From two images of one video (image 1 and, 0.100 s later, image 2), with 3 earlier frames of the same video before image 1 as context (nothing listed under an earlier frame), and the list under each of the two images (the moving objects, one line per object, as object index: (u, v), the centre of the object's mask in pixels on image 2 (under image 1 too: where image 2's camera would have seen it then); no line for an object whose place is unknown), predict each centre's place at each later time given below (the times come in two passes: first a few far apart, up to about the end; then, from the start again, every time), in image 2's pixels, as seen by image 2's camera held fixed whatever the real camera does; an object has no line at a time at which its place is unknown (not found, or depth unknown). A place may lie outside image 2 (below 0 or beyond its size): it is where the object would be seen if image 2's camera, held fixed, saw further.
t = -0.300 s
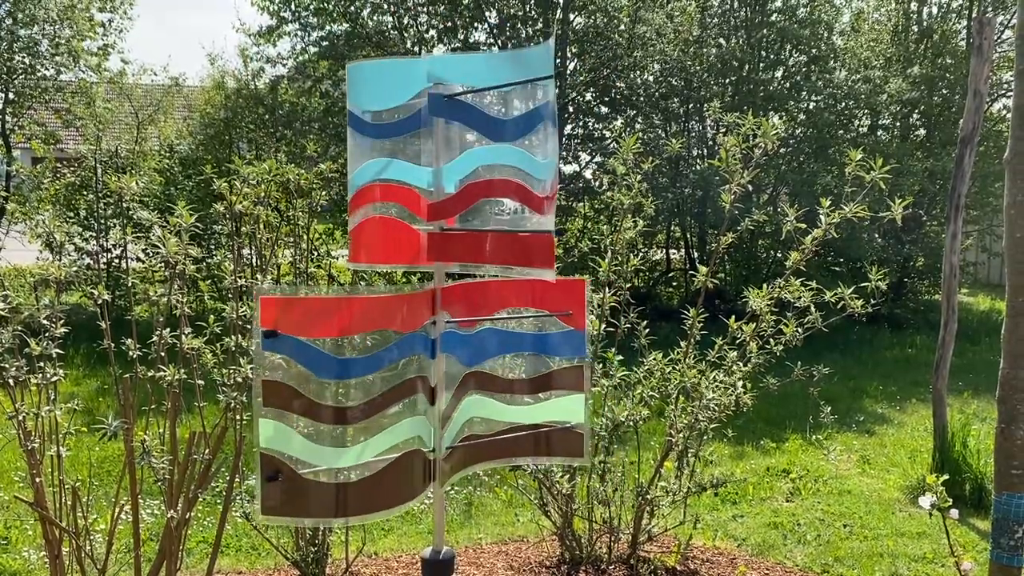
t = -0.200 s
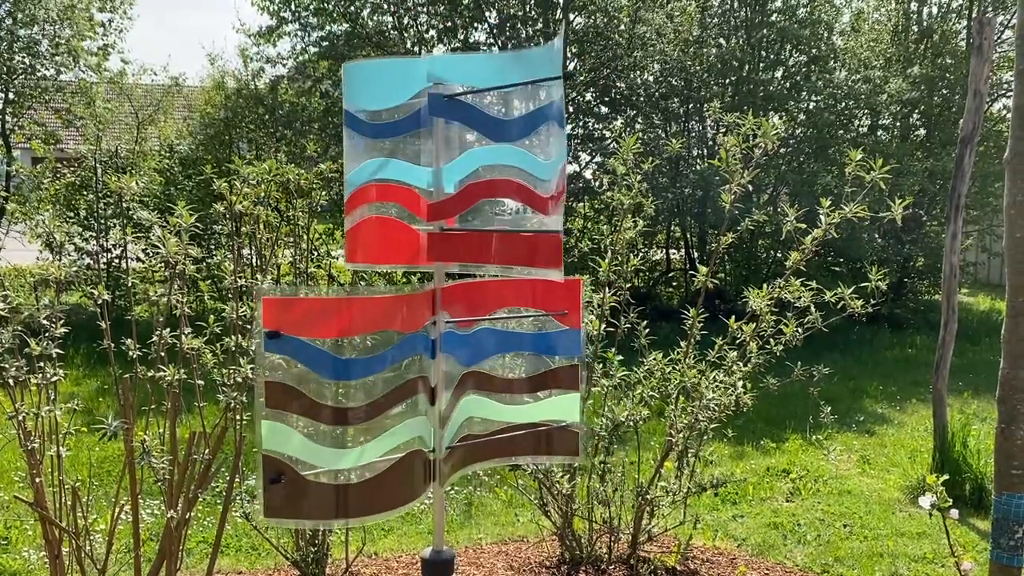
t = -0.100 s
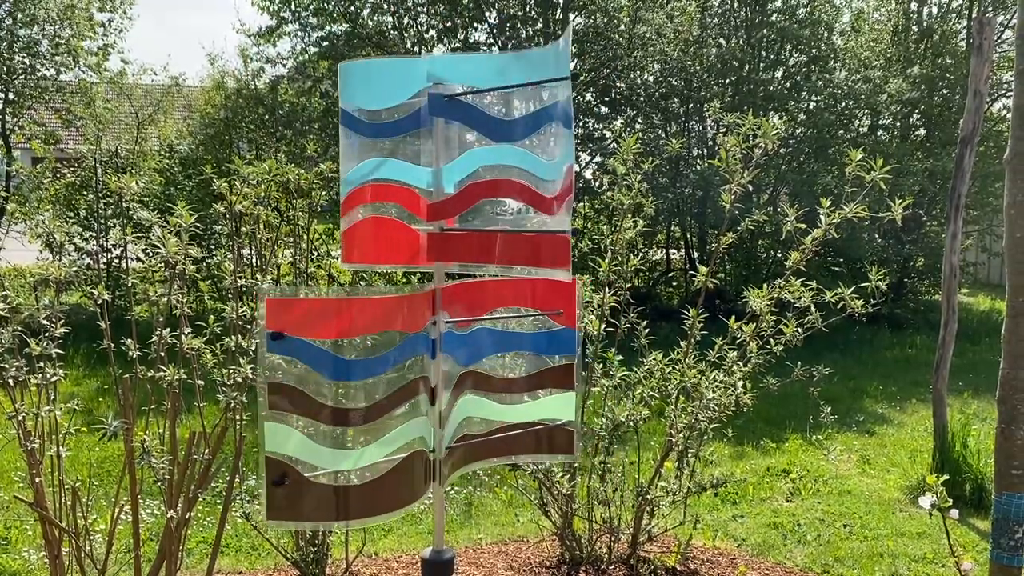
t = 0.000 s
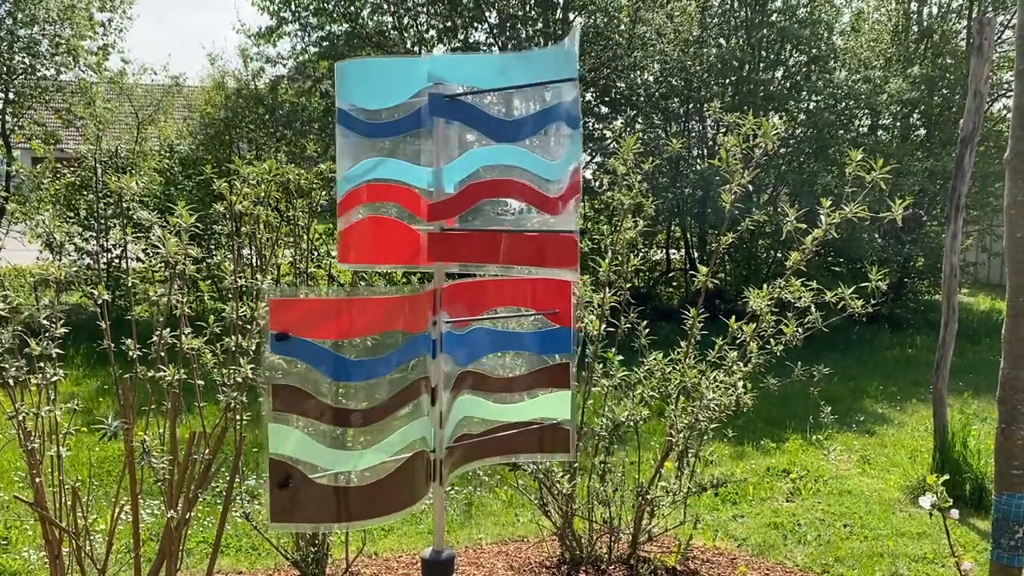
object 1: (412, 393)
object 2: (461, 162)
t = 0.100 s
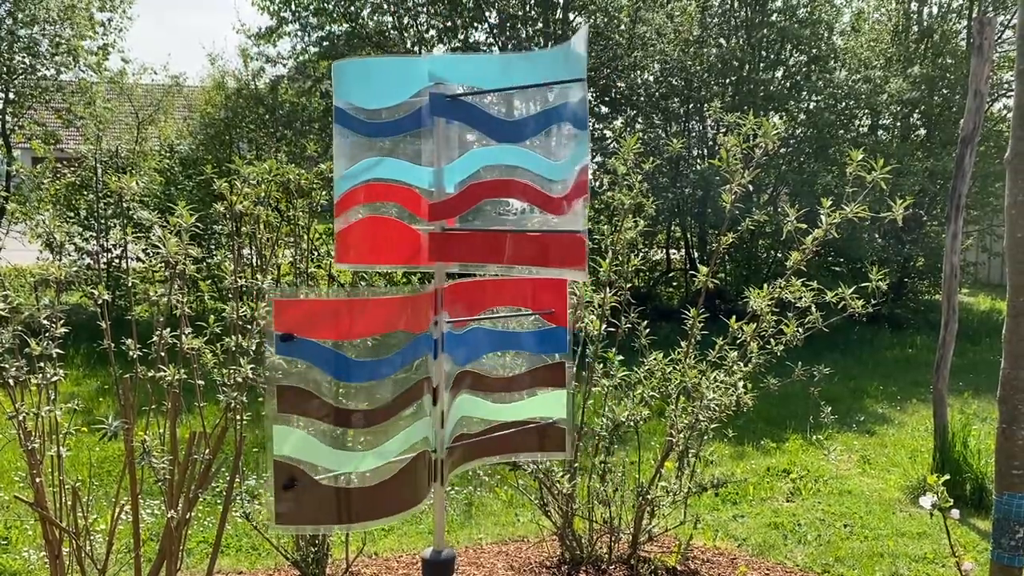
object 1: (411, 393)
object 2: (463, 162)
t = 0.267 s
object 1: (411, 395)
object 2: (466, 162)
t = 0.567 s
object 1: (412, 398)
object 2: (469, 162)
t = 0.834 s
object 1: (415, 401)
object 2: (467, 162)
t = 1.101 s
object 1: (422, 405)
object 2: (460, 162)
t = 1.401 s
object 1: (441, 413)
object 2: (449, 162)
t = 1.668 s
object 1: (449, 399)
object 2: (439, 162)
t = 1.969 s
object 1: (450, 391)
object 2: (425, 162)
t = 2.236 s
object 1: (450, 389)
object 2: (418, 161)
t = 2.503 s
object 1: (453, 388)
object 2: (414, 160)
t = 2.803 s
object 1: (454, 388)
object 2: (414, 158)
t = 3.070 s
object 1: (448, 387)
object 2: (418, 154)
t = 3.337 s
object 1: (439, 387)
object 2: (430, 148)
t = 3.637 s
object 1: (428, 388)
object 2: (453, 152)
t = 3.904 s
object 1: (418, 390)
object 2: (454, 158)
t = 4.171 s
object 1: (411, 392)
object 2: (453, 161)
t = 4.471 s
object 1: (408, 395)
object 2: (452, 162)
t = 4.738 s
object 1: (408, 397)
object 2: (451, 162)
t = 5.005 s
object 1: (410, 400)
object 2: (447, 163)
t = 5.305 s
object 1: (415, 402)
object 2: (442, 163)
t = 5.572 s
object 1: (421, 406)
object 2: (437, 163)
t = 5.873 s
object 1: (432, 413)
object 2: (430, 162)
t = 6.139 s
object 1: (445, 403)
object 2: (423, 162)
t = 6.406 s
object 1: (448, 393)
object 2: (413, 162)
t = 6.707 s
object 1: (453, 390)
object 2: (404, 161)
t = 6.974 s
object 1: (461, 391)
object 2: (402, 159)
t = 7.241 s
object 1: (465, 391)
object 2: (408, 157)
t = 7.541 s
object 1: (455, 389)
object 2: (423, 153)
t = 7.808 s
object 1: (444, 388)
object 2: (441, 148)
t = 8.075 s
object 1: (432, 389)
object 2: (447, 155)
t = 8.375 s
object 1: (420, 391)
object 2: (452, 160)
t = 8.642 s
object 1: (413, 394)
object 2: (464, 161)
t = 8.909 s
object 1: (412, 398)
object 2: (470, 162)
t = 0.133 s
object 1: (410, 394)
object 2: (464, 162)
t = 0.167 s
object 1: (410, 394)
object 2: (465, 162)
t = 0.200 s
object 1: (411, 394)
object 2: (465, 162)
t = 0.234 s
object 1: (411, 395)
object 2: (466, 162)
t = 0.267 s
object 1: (411, 395)
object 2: (466, 162)
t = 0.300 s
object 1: (411, 395)
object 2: (467, 162)
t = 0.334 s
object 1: (411, 395)
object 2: (467, 162)
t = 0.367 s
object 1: (411, 396)
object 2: (467, 162)
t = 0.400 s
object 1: (411, 396)
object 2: (468, 162)
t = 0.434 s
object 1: (411, 396)
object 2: (468, 162)
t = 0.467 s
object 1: (411, 396)
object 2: (468, 162)
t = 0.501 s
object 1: (412, 397)
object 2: (469, 162)
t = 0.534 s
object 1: (412, 397)
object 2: (469, 162)
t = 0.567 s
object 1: (412, 398)
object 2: (469, 162)
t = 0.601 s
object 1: (413, 397)
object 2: (469, 162)
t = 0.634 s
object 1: (413, 398)
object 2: (469, 162)
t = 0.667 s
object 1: (414, 398)
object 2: (469, 162)
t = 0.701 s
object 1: (413, 399)
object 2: (469, 162)
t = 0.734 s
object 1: (414, 399)
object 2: (469, 162)
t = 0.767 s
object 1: (413, 400)
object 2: (469, 162)
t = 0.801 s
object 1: (414, 400)
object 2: (468, 162)
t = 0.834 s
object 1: (415, 401)
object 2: (467, 162)
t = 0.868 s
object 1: (416, 401)
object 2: (466, 162)
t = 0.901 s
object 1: (416, 402)
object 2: (466, 162)
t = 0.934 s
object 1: (416, 401)
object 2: (465, 162)
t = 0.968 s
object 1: (419, 402)
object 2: (464, 162)
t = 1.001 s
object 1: (419, 403)
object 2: (463, 162)
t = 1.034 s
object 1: (419, 404)
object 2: (462, 162)
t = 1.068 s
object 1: (421, 405)
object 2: (461, 162)
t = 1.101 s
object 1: (422, 405)
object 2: (460, 162)
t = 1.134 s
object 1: (423, 407)
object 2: (459, 162)
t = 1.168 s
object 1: (423, 409)
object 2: (458, 162)
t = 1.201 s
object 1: (425, 409)
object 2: (457, 162)
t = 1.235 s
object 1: (427, 411)
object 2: (456, 162)
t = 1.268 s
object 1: (429, 412)
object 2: (455, 162)
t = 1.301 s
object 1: (430, 414)
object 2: (453, 162)
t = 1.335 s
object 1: (433, 414)
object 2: (453, 162)
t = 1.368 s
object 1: (437, 414)
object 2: (451, 162)
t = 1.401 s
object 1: (441, 413)
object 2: (449, 162)
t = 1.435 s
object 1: (444, 412)
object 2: (448, 162)
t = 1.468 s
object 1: (445, 409)
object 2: (446, 162)
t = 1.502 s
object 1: (446, 407)
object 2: (446, 162)
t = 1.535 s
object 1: (447, 405)
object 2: (444, 162)
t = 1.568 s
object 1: (448, 403)
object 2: (443, 162)
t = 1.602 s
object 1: (448, 402)
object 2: (441, 162)
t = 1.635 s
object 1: (448, 400)
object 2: (439, 162)
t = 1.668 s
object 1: (449, 399)
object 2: (439, 162)
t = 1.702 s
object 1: (449, 397)
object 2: (437, 162)
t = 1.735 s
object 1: (450, 397)
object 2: (435, 162)
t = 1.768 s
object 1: (449, 395)
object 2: (434, 162)
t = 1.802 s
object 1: (449, 394)
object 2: (432, 162)
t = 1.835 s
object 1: (450, 394)
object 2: (432, 162)
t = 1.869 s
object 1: (449, 394)
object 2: (430, 162)
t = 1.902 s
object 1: (450, 393)
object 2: (429, 162)
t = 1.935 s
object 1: (449, 391)
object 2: (427, 162)
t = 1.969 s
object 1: (450, 391)
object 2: (425, 162)
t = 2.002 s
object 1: (450, 391)
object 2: (425, 162)
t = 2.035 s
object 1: (450, 390)
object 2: (424, 162)
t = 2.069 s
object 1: (450, 390)
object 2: (423, 162)
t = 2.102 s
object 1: (450, 389)
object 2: (422, 162)
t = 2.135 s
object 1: (449, 389)
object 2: (421, 161)
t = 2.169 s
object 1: (450, 389)
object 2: (420, 161)
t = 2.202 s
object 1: (450, 389)
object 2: (419, 161)
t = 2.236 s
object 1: (450, 389)
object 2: (418, 161)
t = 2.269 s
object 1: (450, 387)
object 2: (418, 161)
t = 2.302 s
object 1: (450, 388)
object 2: (417, 161)
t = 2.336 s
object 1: (450, 388)
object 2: (417, 161)
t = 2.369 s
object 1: (451, 388)
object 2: (416, 161)
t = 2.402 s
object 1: (451, 388)
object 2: (416, 161)
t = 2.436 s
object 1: (452, 388)
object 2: (416, 161)
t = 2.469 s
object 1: (452, 388)
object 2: (415, 160)
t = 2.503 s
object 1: (453, 388)
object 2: (414, 160)
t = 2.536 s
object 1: (454, 388)
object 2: (414, 160)
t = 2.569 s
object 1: (454, 388)
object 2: (414, 160)
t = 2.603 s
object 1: (454, 388)
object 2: (415, 160)
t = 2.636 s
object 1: (455, 388)
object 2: (413, 160)
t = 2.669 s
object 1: (454, 388)
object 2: (413, 160)
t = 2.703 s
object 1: (455, 388)
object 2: (413, 159)
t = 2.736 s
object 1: (455, 388)
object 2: (414, 159)
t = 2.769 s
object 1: (454, 388)
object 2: (414, 158)
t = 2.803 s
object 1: (454, 388)
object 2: (414, 158)
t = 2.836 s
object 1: (453, 388)
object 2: (414, 157)
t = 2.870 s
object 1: (453, 388)
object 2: (415, 157)
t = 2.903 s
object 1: (451, 388)
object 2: (415, 157)
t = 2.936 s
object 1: (451, 388)
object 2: (415, 156)
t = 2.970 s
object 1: (450, 388)
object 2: (416, 156)
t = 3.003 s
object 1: (450, 388)
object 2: (416, 156)
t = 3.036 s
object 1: (449, 388)
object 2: (417, 155)
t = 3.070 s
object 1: (448, 387)
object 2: (418, 154)
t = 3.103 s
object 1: (447, 388)
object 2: (420, 154)
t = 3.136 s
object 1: (446, 387)
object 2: (421, 153)
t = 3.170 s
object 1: (445, 388)
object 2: (421, 154)
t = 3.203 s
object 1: (444, 387)
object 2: (422, 153)
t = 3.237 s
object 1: (442, 387)
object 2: (424, 151)
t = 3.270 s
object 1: (441, 387)
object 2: (425, 151)
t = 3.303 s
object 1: (440, 387)
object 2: (427, 149)
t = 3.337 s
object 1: (439, 387)
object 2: (430, 148)
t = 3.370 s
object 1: (438, 387)
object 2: (435, 148)
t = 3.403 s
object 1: (436, 387)
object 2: (439, 148)
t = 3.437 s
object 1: (435, 387)
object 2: (443, 148)
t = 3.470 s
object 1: (434, 387)
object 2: (448, 148)
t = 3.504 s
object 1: (433, 387)
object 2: (450, 148)
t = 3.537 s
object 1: (432, 387)
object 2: (451, 149)
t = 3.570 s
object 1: (430, 388)
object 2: (451, 150)
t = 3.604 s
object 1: (429, 388)
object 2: (452, 151)
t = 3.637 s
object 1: (428, 388)
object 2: (453, 152)
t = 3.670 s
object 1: (427, 388)
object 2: (453, 153)
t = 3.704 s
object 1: (425, 388)
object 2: (453, 154)
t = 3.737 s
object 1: (424, 388)
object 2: (453, 154)
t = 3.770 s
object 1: (423, 389)
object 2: (454, 155)
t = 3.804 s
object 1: (421, 389)
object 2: (454, 156)
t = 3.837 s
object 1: (420, 389)
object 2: (454, 157)
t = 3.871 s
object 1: (419, 389)
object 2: (454, 157)
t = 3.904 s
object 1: (418, 390)
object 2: (454, 158)
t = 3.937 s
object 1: (417, 390)
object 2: (454, 158)
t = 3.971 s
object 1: (416, 390)
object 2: (454, 159)
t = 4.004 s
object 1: (415, 390)
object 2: (454, 159)
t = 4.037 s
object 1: (414, 391)
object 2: (454, 160)
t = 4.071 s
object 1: (413, 391)
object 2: (454, 160)
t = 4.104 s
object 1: (412, 391)
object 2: (453, 160)
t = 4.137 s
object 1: (412, 392)
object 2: (454, 160)
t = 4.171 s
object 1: (411, 392)
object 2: (453, 161)
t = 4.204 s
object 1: (410, 392)
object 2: (453, 161)
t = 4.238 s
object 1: (410, 392)
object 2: (453, 161)
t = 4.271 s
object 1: (410, 393)
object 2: (453, 161)
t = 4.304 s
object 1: (410, 393)
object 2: (453, 162)
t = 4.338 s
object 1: (409, 393)
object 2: (453, 162)
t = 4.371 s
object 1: (409, 393)
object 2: (452, 162)
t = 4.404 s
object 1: (408, 394)
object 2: (452, 162)
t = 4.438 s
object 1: (408, 394)
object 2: (452, 162)
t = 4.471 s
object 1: (408, 395)
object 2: (452, 162)
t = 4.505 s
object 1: (408, 395)
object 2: (452, 162)
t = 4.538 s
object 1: (408, 395)
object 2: (452, 162)
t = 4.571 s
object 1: (408, 395)
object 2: (453, 162)
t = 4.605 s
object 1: (408, 396)
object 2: (452, 162)
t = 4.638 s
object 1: (407, 396)
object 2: (452, 162)
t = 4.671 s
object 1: (408, 396)
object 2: (452, 162)
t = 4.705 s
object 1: (409, 397)
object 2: (452, 162)
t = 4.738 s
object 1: (408, 397)
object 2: (451, 162)
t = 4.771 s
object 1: (407, 398)
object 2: (451, 162)
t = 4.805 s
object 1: (409, 398)
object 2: (450, 162)
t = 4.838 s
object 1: (409, 398)
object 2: (450, 162)
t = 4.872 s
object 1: (410, 399)
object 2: (450, 162)
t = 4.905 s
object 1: (409, 399)
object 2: (449, 163)
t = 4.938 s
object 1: (409, 400)
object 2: (448, 162)
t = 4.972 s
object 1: (409, 400)
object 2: (448, 163)
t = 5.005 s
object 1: (410, 400)
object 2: (447, 163)
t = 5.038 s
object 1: (411, 400)
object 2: (447, 162)
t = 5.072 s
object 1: (411, 400)
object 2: (447, 163)
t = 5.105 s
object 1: (411, 401)
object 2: (446, 163)
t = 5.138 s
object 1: (413, 401)
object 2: (446, 162)
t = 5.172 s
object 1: (413, 401)
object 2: (445, 163)
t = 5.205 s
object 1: (414, 401)
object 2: (444, 163)
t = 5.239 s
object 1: (415, 401)
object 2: (444, 162)
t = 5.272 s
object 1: (415, 402)
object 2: (443, 163)
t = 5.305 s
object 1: (415, 402)
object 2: (442, 163)
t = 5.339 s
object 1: (417, 402)
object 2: (442, 163)
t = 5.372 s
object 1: (417, 403)
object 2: (441, 163)
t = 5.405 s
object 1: (418, 403)
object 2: (441, 163)
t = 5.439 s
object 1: (418, 404)
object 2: (440, 163)
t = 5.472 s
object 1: (419, 405)
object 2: (439, 163)
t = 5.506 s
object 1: (420, 404)
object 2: (439, 163)
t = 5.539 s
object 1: (420, 405)
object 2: (438, 163)
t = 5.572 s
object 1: (421, 406)
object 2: (437, 163)
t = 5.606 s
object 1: (423, 406)
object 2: (437, 163)
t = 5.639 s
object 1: (423, 407)
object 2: (436, 163)
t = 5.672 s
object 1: (424, 408)
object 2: (435, 163)
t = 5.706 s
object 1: (426, 408)
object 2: (434, 162)
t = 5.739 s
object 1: (427, 409)
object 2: (433, 162)
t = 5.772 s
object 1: (428, 410)
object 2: (433, 162)
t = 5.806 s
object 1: (430, 410)
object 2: (432, 162)
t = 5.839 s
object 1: (431, 412)
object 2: (431, 162)
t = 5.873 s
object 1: (432, 413)
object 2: (430, 162)
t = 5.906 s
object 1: (435, 412)
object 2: (429, 162)
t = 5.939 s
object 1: (438, 412)
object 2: (428, 162)
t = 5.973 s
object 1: (440, 411)
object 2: (427, 162)
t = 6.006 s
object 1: (441, 409)
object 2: (427, 162)
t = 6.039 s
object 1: (442, 407)
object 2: (426, 162)
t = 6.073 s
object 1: (443, 406)
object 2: (425, 162)
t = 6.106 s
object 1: (444, 404)
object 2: (424, 162)
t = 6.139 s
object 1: (445, 403)
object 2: (423, 162)
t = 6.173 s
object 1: (446, 404)
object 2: (422, 162)
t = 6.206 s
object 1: (446, 403)
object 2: (421, 162)
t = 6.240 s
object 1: (447, 402)
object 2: (420, 162)
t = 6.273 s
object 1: (448, 398)
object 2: (419, 162)
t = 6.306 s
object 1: (448, 397)
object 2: (417, 162)
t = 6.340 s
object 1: (448, 398)
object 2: (417, 162)
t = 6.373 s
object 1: (449, 395)
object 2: (415, 162)
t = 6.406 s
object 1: (448, 393)
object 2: (413, 162)
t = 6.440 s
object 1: (450, 393)
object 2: (412, 161)
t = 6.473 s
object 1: (450, 392)
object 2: (411, 161)
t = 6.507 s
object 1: (450, 392)
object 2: (410, 161)
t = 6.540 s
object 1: (451, 391)
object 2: (409, 161)
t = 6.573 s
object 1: (451, 391)
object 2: (408, 161)
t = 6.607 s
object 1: (451, 390)
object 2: (407, 161)
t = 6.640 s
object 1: (452, 390)
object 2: (406, 161)
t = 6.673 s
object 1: (453, 390)
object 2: (405, 161)
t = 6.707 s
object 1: (453, 390)
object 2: (404, 161)
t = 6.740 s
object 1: (453, 389)
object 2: (404, 161)
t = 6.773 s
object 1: (454, 388)
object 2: (402, 161)
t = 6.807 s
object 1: (454, 389)
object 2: (402, 160)
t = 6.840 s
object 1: (456, 390)
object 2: (402, 160)
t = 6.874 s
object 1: (458, 391)
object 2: (403, 160)
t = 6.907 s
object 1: (459, 391)
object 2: (402, 160)
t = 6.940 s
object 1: (460, 391)
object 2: (402, 159)
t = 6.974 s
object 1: (461, 391)
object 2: (402, 159)
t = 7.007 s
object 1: (463, 391)
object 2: (402, 159)
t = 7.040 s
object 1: (464, 391)
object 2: (402, 158)
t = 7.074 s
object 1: (464, 391)
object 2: (404, 158)
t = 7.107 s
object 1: (465, 391)
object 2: (404, 157)
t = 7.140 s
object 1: (465, 391)
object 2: (406, 158)
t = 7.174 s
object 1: (466, 391)
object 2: (406, 157)
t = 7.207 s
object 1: (465, 391)
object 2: (408, 157)
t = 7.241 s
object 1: (465, 391)
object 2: (408, 157)
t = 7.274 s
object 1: (465, 390)
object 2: (410, 156)
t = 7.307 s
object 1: (464, 390)
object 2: (412, 155)
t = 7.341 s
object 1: (463, 390)
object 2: (413, 154)
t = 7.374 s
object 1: (462, 390)
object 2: (415, 153)
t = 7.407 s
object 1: (461, 389)
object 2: (416, 153)
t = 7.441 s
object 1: (460, 389)
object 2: (417, 154)
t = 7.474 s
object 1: (458, 389)
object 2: (420, 154)
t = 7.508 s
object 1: (457, 389)
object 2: (421, 153)
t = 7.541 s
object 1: (455, 389)
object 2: (423, 153)
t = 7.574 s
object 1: (454, 389)
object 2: (425, 153)
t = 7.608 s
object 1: (452, 389)
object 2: (426, 152)
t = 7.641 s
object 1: (451, 389)
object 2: (429, 151)
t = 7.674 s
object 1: (450, 389)
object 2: (431, 150)
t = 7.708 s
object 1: (448, 389)
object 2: (434, 148)
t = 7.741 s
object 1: (447, 389)
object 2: (437, 146)
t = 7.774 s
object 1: (445, 388)
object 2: (440, 147)
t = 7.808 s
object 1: (444, 388)
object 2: (441, 148)
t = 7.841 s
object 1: (442, 389)
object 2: (442, 149)
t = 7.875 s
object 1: (441, 388)
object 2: (443, 150)
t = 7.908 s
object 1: (440, 388)
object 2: (444, 152)
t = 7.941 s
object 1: (438, 389)
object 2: (444, 153)
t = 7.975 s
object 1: (436, 389)
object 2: (445, 153)
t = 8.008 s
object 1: (435, 389)
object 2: (446, 154)
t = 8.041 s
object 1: (433, 389)
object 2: (446, 154)
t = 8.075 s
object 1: (432, 389)
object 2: (447, 155)
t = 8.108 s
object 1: (430, 389)
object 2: (447, 156)
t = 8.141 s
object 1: (429, 389)
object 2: (448, 157)
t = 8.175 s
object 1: (428, 390)
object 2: (448, 157)
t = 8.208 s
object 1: (426, 390)
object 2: (449, 158)
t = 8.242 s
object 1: (425, 390)
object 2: (449, 159)
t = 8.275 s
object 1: (423, 391)
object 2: (450, 159)
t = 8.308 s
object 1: (422, 391)
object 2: (450, 159)
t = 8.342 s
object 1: (421, 391)
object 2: (451, 160)
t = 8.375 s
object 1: (420, 391)
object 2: (452, 160)
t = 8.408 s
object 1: (419, 392)
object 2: (452, 161)
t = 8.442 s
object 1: (417, 392)
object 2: (454, 161)
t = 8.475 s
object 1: (416, 392)
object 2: (455, 161)
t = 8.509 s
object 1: (416, 393)
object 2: (457, 162)
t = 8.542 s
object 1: (415, 393)
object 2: (459, 161)
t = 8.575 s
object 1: (414, 393)
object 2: (461, 161)
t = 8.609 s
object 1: (413, 394)
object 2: (462, 161)
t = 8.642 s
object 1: (413, 394)
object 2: (464, 161)
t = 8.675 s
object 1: (413, 395)
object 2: (465, 161)
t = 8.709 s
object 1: (412, 395)
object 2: (466, 161)
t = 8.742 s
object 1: (411, 395)
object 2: (467, 161)
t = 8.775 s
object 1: (411, 396)
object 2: (468, 161)
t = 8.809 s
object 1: (411, 396)
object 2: (469, 161)
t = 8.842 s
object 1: (411, 397)
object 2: (469, 162)
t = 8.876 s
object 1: (411, 397)
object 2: (470, 162)
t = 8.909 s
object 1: (412, 398)
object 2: (470, 162)
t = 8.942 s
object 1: (412, 399)
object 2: (470, 162)
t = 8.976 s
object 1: (411, 400)
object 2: (470, 162)
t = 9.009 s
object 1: (413, 400)
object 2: (470, 162)
